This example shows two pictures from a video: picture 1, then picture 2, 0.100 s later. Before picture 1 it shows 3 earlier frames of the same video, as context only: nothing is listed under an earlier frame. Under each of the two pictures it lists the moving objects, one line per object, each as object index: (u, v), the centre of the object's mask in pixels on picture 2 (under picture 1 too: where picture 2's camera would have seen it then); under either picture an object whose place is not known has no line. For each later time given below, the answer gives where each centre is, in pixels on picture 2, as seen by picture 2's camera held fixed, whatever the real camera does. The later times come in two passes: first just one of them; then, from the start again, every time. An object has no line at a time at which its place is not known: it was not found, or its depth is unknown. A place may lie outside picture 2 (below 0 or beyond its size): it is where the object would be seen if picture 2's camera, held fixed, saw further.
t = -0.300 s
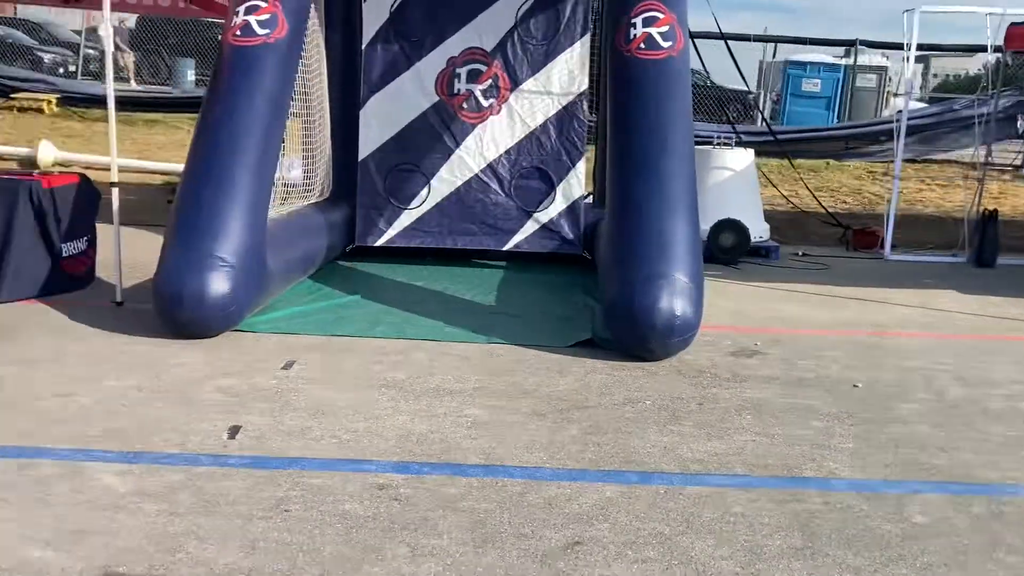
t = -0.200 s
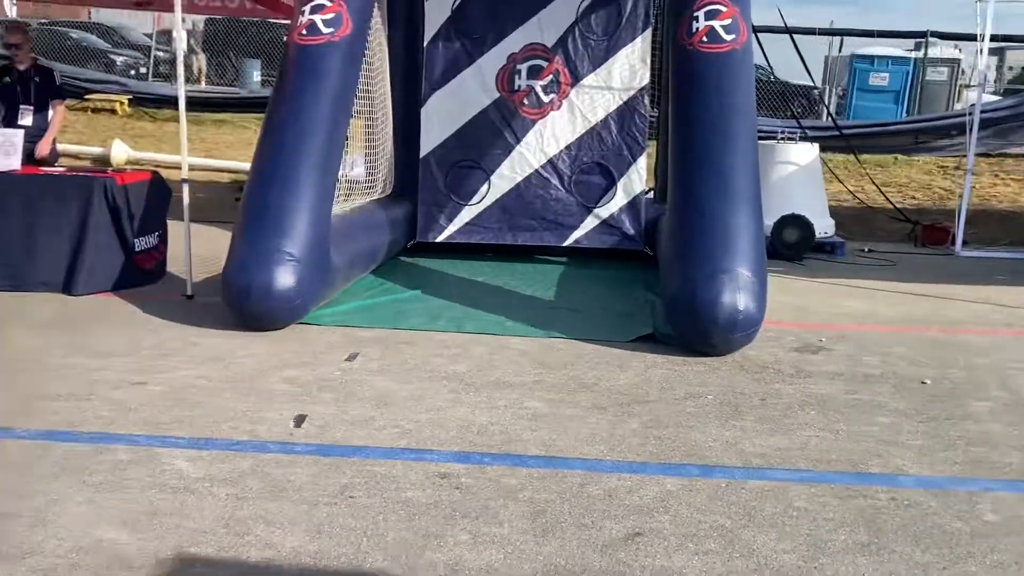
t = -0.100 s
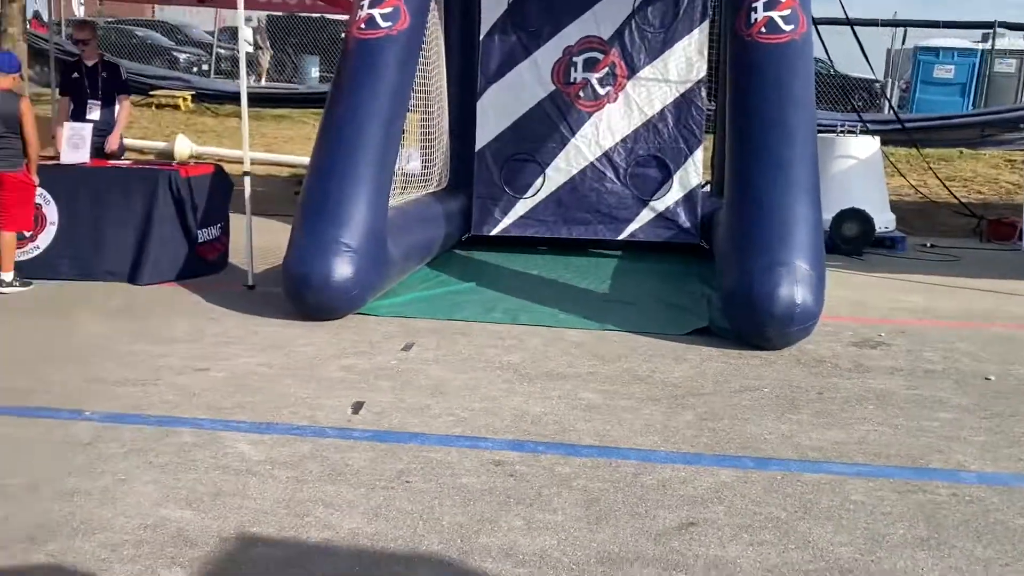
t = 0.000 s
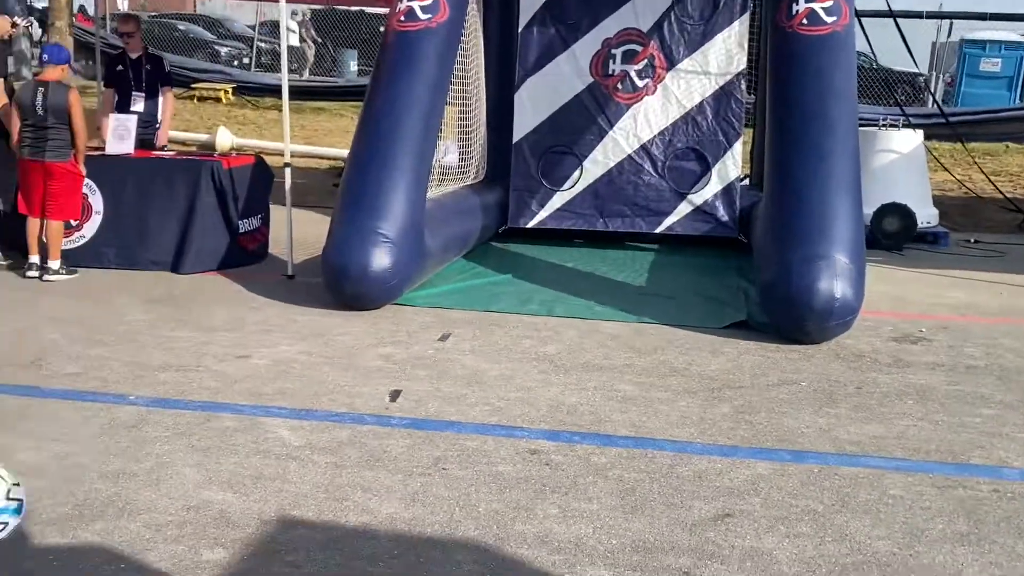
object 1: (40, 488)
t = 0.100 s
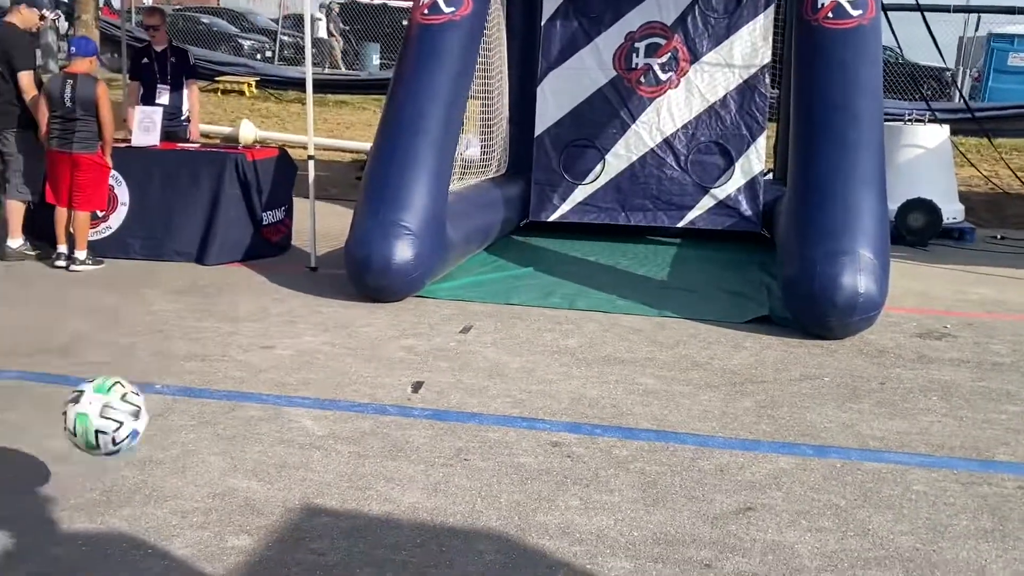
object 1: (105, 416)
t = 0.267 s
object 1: (245, 380)
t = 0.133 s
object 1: (135, 401)
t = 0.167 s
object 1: (165, 390)
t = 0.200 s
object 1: (193, 383)
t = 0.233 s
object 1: (219, 380)
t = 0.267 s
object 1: (245, 380)
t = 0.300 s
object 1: (270, 384)
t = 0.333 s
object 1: (292, 390)
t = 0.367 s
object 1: (315, 401)
